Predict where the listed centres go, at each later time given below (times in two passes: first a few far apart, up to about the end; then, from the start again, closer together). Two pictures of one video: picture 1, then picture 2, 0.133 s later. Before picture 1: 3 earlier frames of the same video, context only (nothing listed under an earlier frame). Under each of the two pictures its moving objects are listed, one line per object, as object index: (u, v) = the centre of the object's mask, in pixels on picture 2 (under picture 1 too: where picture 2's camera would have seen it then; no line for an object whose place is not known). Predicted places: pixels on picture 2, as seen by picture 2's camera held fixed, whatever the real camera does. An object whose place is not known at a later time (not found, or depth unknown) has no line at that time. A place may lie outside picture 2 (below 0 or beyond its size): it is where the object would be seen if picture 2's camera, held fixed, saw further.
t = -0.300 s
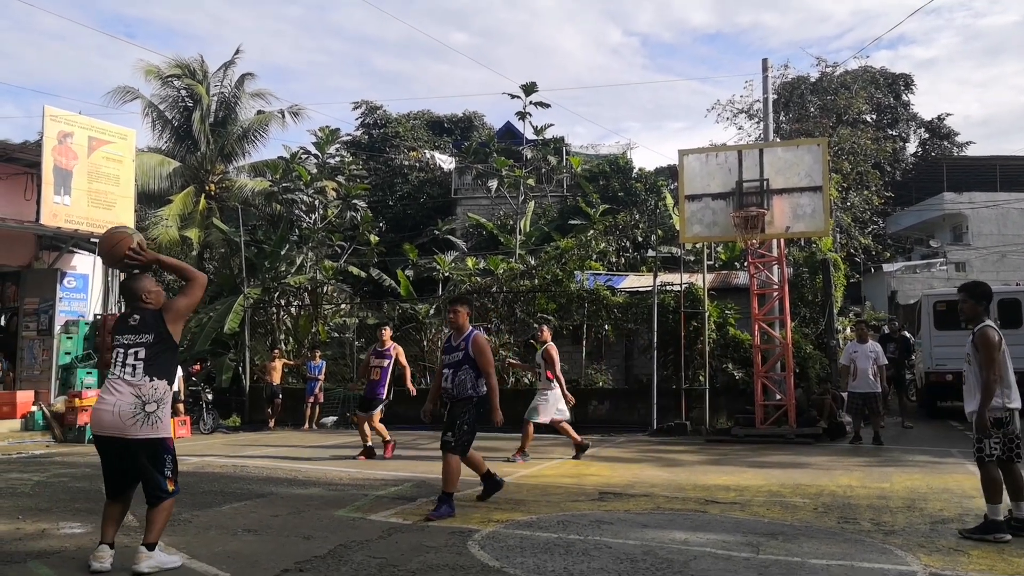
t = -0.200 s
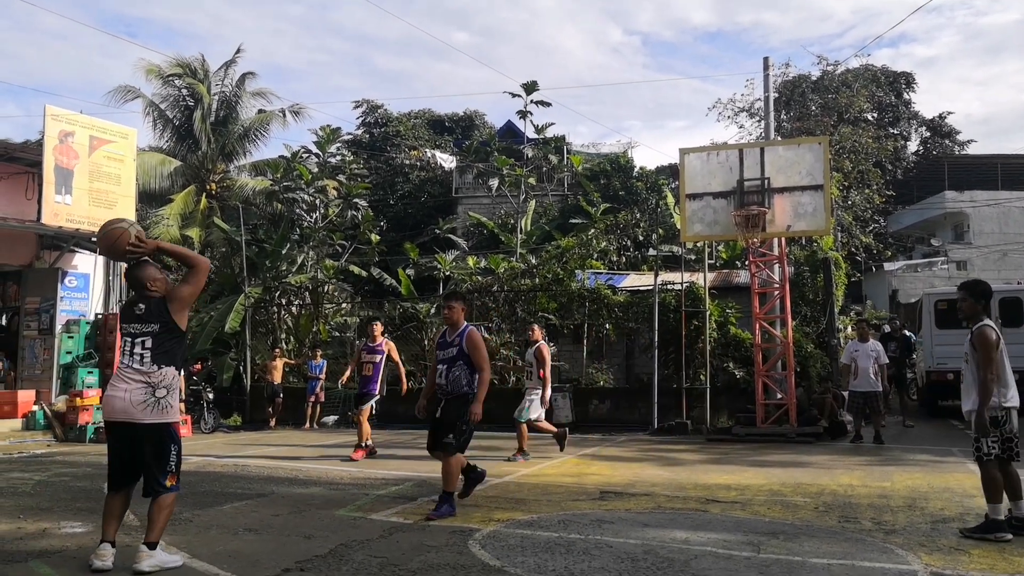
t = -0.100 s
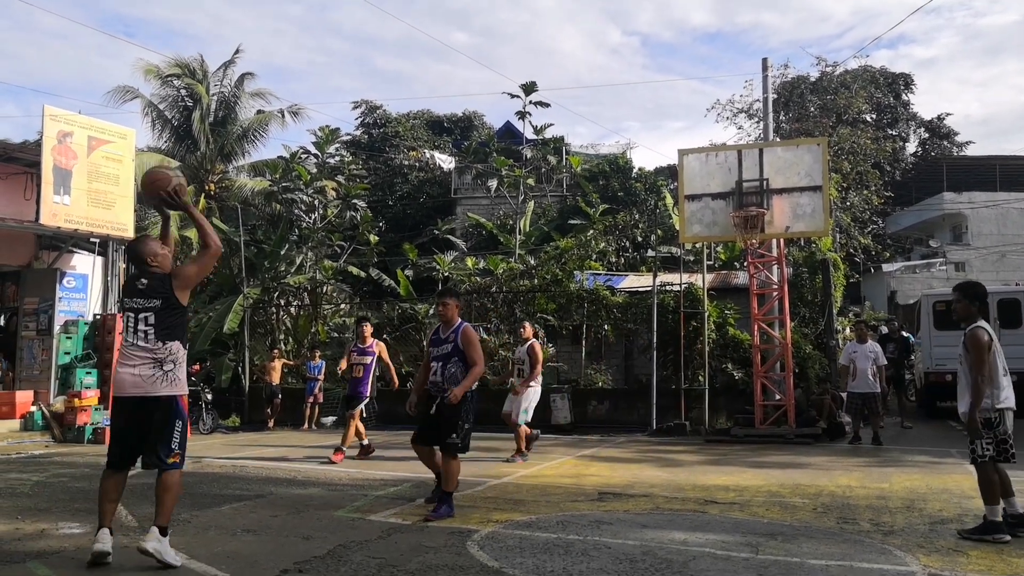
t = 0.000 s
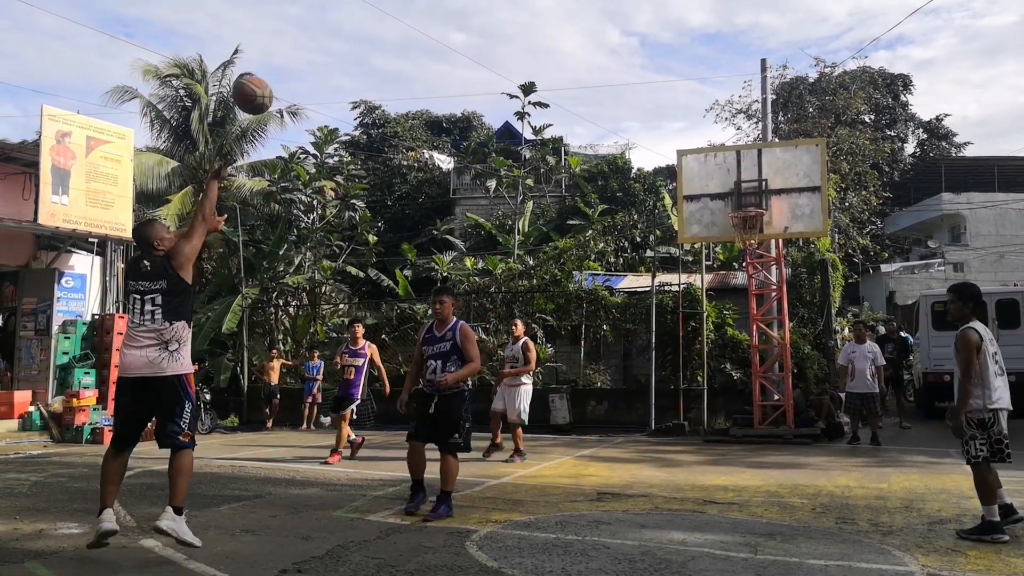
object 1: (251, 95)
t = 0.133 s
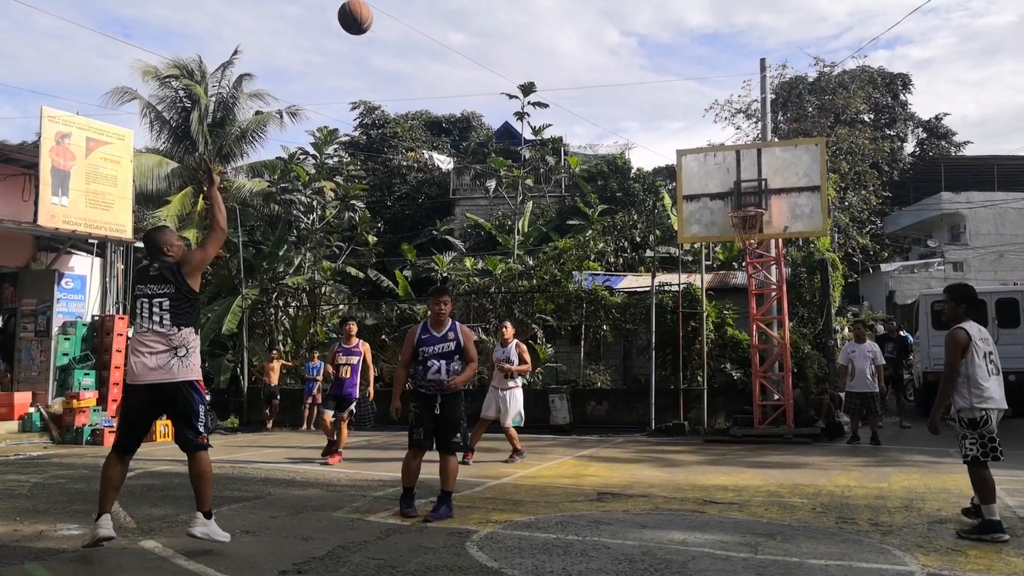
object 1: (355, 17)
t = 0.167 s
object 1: (379, 9)
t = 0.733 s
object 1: (632, 10)
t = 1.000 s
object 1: (706, 103)
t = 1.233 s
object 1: (760, 201)
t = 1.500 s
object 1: (805, 149)
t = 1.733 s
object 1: (838, 142)
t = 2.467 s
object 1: (953, 433)
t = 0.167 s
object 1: (379, 9)
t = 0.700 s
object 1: (622, 6)
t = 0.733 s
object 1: (632, 10)
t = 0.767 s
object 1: (643, 18)
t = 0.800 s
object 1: (653, 29)
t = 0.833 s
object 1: (662, 40)
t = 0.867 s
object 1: (671, 51)
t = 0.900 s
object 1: (680, 64)
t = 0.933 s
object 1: (689, 76)
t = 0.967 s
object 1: (698, 89)
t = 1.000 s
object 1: (706, 103)
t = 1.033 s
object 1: (715, 118)
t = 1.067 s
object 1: (723, 133)
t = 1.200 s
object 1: (755, 199)
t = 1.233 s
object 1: (760, 201)
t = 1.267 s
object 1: (766, 191)
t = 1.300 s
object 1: (772, 183)
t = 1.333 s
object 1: (777, 175)
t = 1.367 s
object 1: (783, 168)
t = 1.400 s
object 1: (788, 162)
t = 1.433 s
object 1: (794, 157)
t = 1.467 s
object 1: (799, 153)
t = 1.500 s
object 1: (805, 149)
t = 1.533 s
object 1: (811, 147)
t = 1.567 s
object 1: (817, 145)
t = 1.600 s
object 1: (821, 143)
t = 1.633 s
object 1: (826, 142)
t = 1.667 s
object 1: (830, 141)
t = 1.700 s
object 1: (834, 141)
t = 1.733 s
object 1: (838, 142)
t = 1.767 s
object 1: (844, 144)
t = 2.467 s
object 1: (953, 433)
